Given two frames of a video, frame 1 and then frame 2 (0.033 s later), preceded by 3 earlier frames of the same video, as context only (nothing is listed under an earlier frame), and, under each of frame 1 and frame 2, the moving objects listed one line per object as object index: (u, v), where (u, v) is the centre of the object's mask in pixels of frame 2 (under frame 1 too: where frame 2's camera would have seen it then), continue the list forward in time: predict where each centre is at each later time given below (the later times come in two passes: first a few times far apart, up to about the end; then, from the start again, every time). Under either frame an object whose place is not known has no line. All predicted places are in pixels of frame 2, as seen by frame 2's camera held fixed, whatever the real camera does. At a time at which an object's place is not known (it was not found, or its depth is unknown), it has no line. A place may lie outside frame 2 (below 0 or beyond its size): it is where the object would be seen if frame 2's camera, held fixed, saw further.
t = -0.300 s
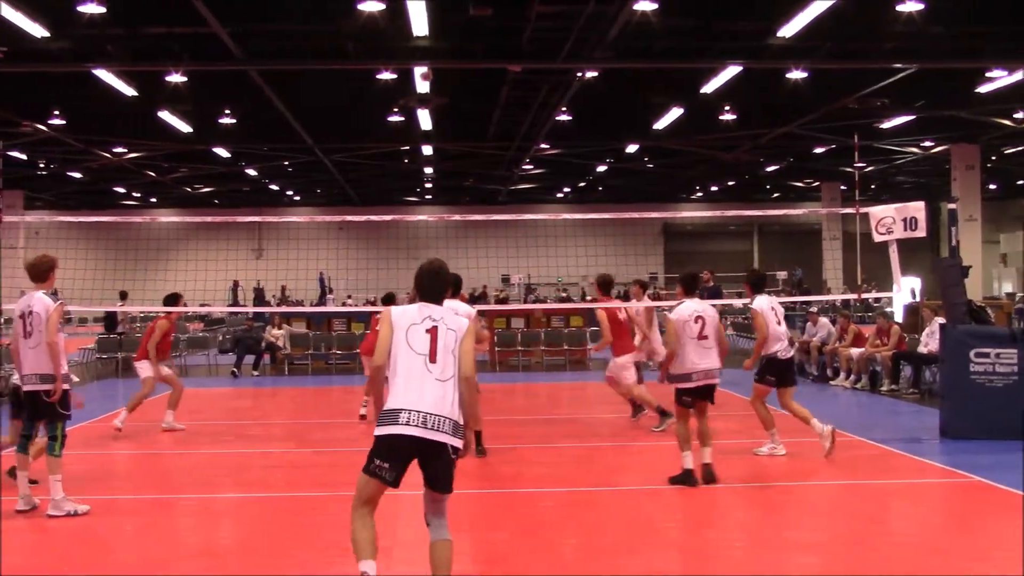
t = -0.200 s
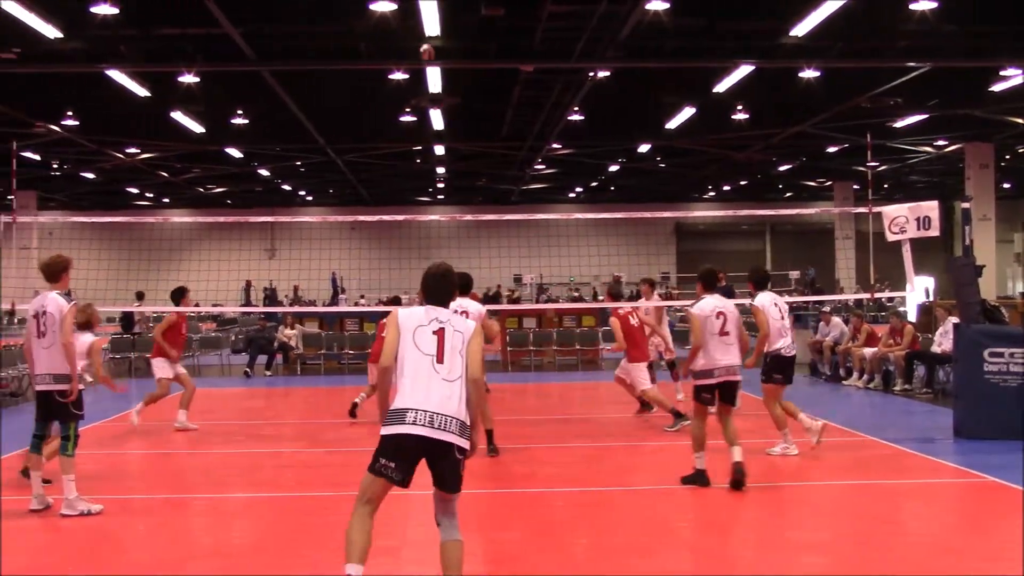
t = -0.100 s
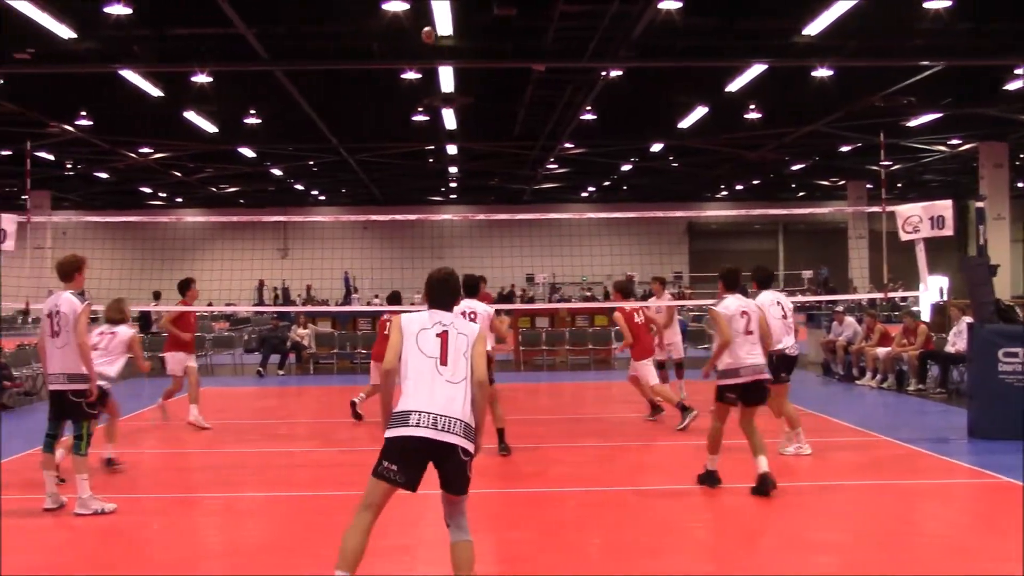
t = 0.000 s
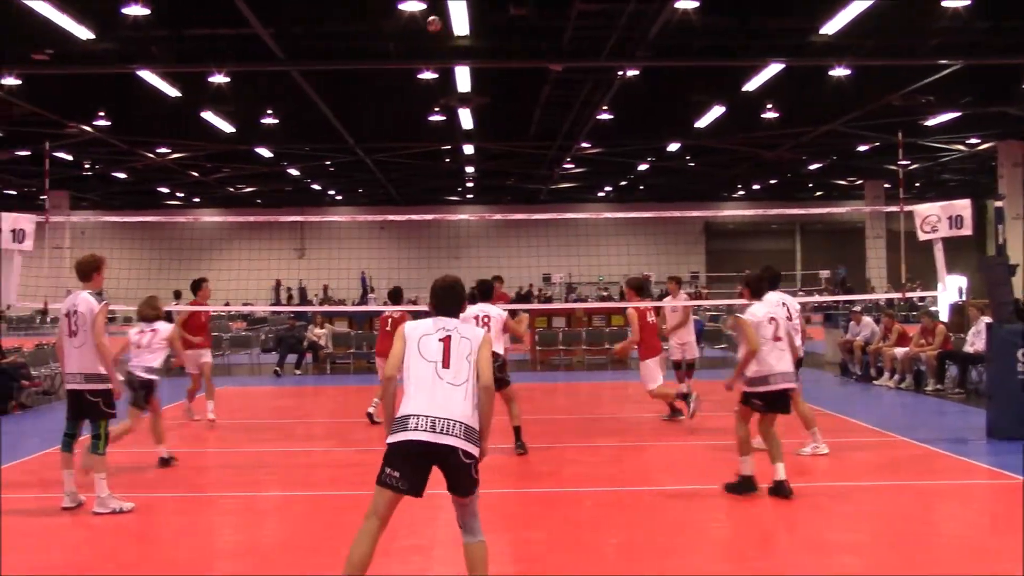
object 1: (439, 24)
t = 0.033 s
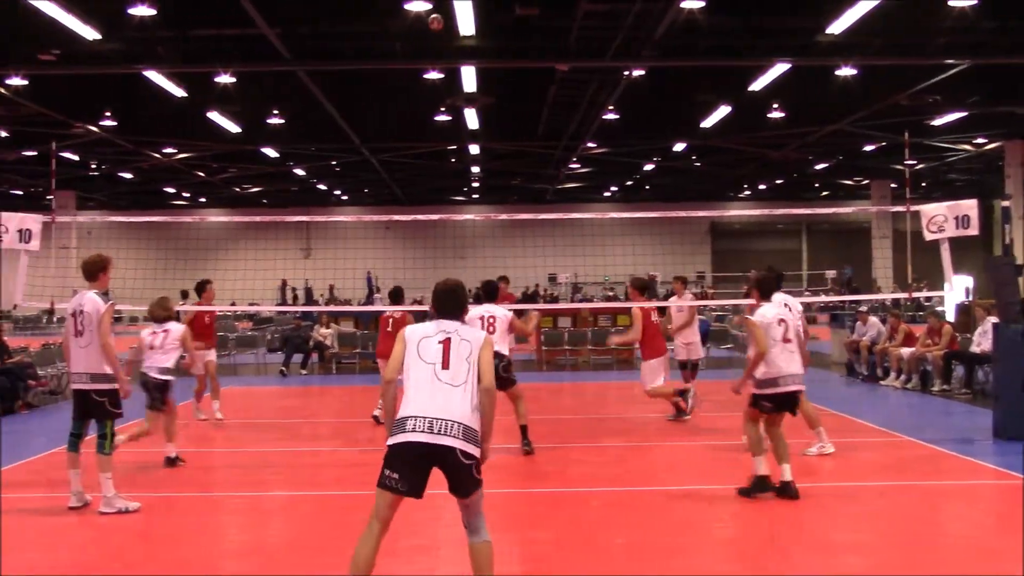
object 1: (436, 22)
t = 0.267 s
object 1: (409, 30)
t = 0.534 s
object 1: (377, 89)
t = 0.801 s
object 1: (347, 202)
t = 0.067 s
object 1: (432, 21)
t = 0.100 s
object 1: (428, 21)
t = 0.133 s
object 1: (424, 21)
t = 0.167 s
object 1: (421, 22)
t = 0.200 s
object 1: (417, 24)
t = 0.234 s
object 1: (413, 27)
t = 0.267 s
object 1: (409, 30)
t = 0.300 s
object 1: (405, 35)
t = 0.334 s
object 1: (401, 40)
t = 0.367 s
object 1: (397, 47)
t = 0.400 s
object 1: (393, 53)
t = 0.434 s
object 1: (389, 61)
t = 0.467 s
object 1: (385, 70)
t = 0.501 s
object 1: (381, 79)
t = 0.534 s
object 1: (377, 89)
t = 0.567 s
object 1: (374, 101)
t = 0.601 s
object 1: (370, 113)
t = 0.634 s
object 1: (366, 126)
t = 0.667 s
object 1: (362, 139)
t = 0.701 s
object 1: (359, 154)
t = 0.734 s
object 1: (355, 170)
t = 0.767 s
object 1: (351, 186)
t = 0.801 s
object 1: (347, 202)
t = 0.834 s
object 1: (342, 225)
